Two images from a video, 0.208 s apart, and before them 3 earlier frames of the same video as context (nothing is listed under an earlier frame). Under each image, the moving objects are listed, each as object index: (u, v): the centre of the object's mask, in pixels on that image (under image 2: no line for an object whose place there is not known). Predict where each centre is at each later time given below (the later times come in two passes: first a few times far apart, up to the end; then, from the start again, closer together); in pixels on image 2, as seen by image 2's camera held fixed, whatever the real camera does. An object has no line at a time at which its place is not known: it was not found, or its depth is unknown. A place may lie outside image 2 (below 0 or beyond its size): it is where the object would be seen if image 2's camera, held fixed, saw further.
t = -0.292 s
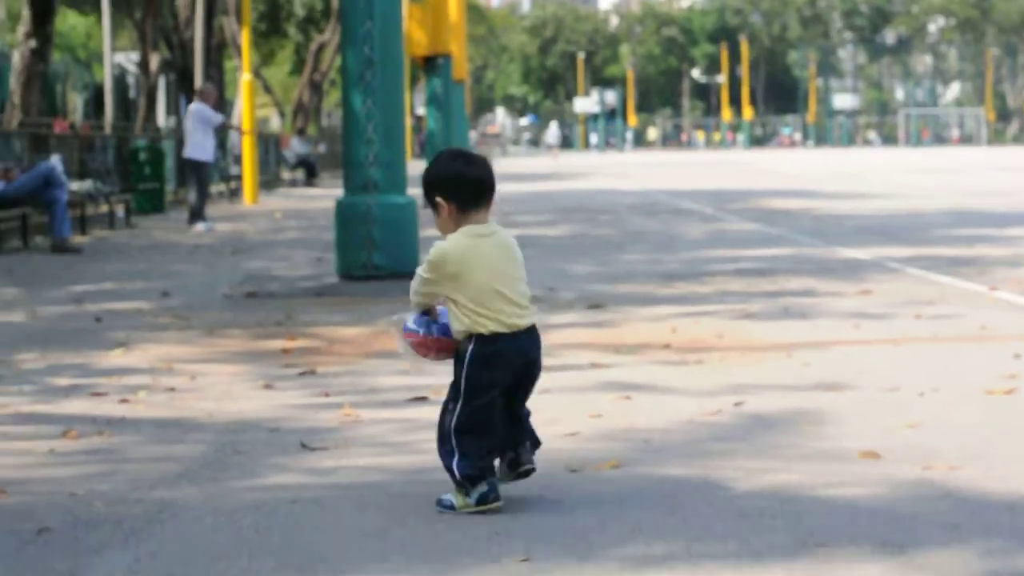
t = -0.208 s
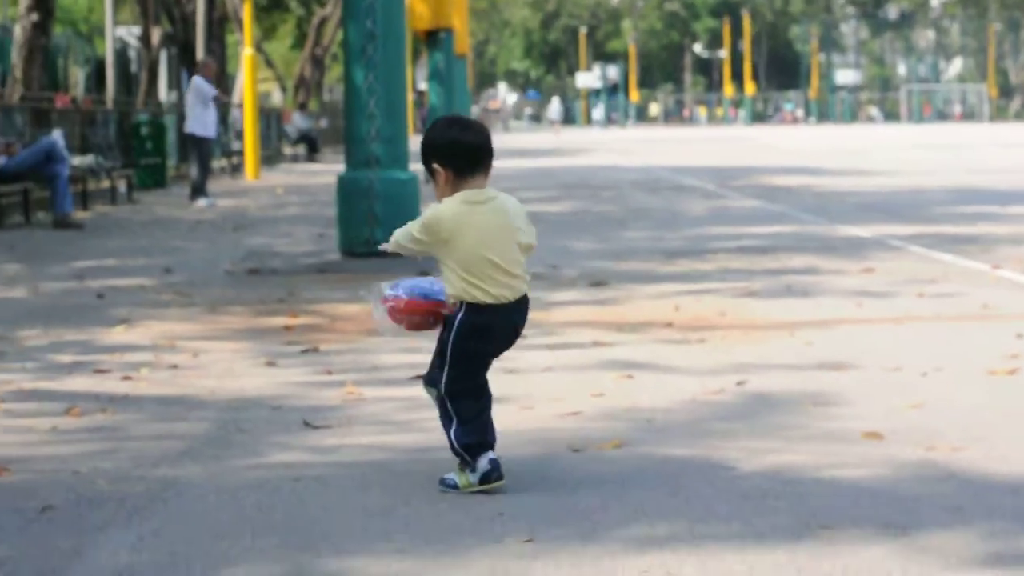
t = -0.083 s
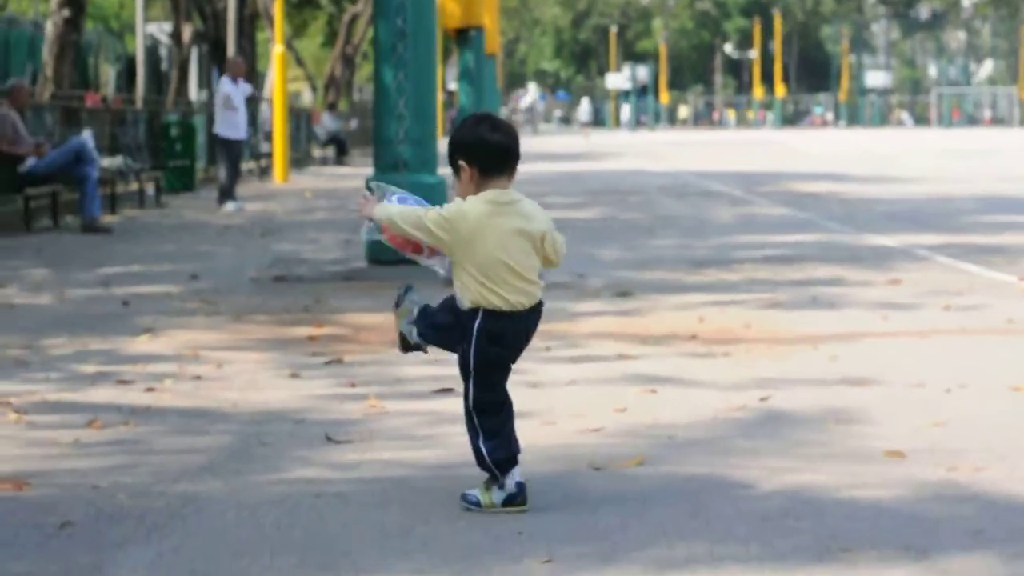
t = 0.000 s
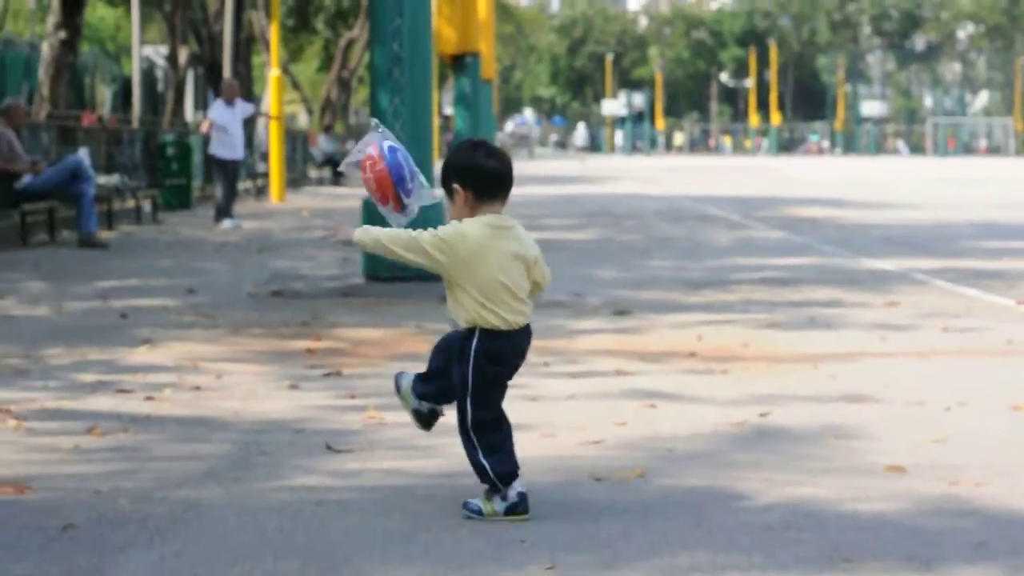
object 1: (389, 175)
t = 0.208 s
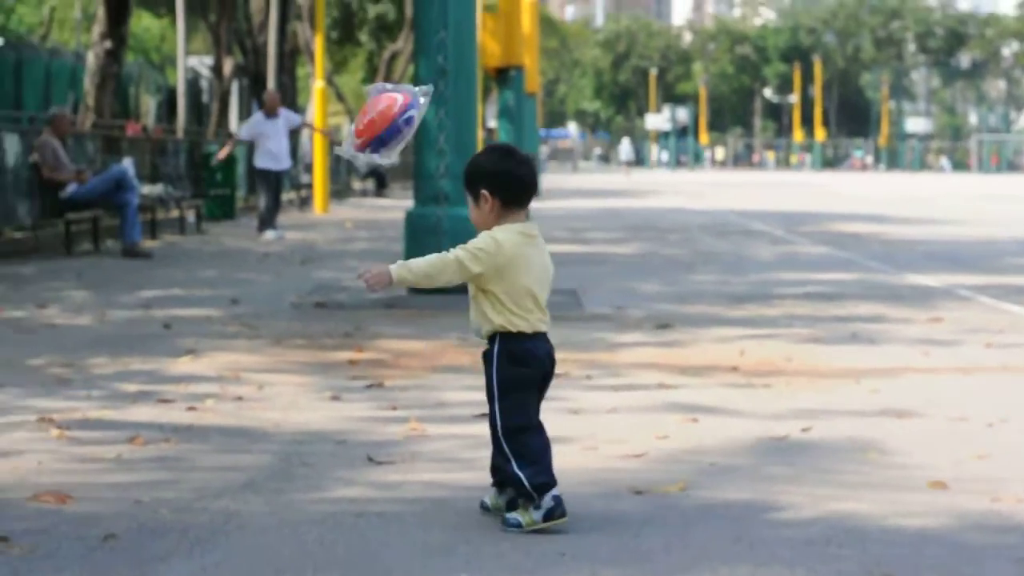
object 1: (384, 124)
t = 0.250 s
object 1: (379, 130)
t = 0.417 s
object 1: (340, 221)
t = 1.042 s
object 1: (103, 475)
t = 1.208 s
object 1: (69, 458)
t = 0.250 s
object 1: (379, 130)
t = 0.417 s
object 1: (340, 221)
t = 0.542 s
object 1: (308, 362)
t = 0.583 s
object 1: (299, 430)
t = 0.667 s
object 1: (269, 456)
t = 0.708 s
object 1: (252, 441)
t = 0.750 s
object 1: (232, 432)
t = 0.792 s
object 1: (213, 429)
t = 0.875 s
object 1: (175, 444)
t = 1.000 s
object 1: (120, 470)
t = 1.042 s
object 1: (103, 475)
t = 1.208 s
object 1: (69, 458)
